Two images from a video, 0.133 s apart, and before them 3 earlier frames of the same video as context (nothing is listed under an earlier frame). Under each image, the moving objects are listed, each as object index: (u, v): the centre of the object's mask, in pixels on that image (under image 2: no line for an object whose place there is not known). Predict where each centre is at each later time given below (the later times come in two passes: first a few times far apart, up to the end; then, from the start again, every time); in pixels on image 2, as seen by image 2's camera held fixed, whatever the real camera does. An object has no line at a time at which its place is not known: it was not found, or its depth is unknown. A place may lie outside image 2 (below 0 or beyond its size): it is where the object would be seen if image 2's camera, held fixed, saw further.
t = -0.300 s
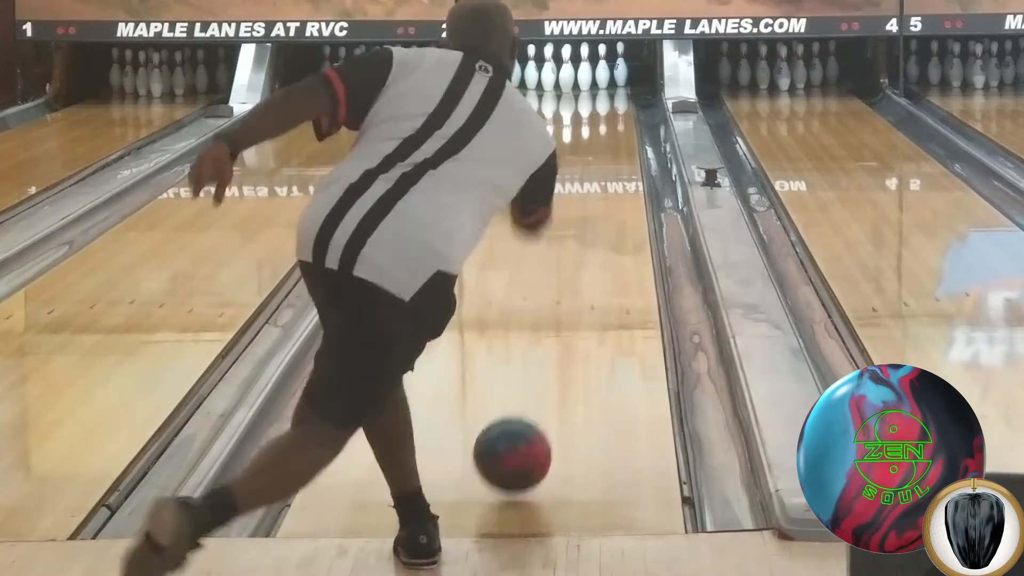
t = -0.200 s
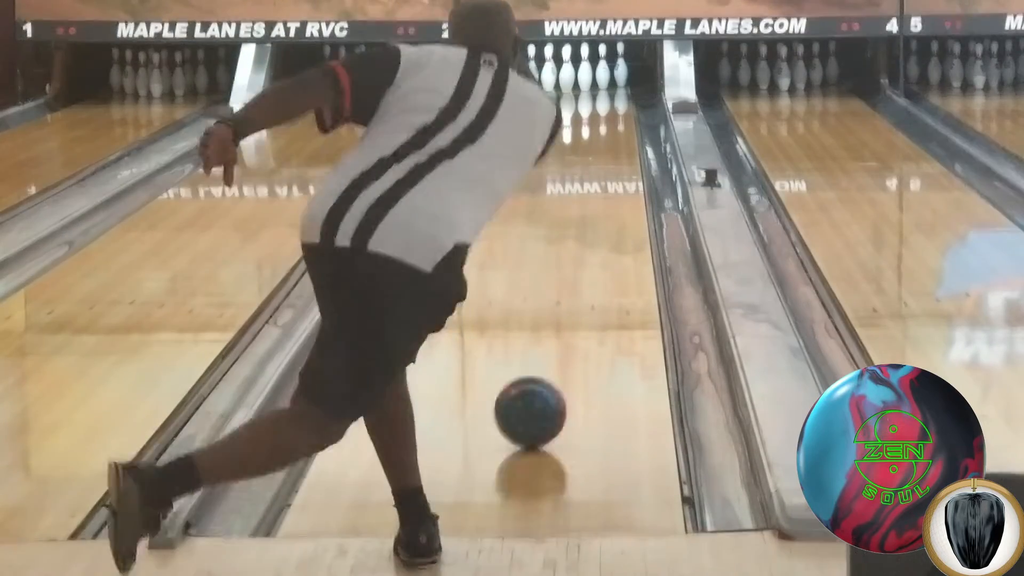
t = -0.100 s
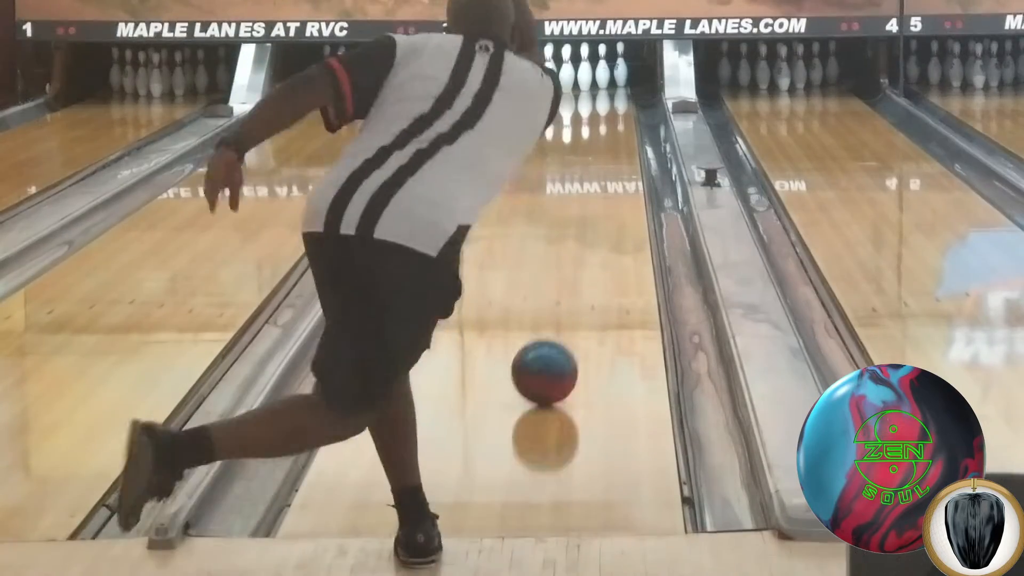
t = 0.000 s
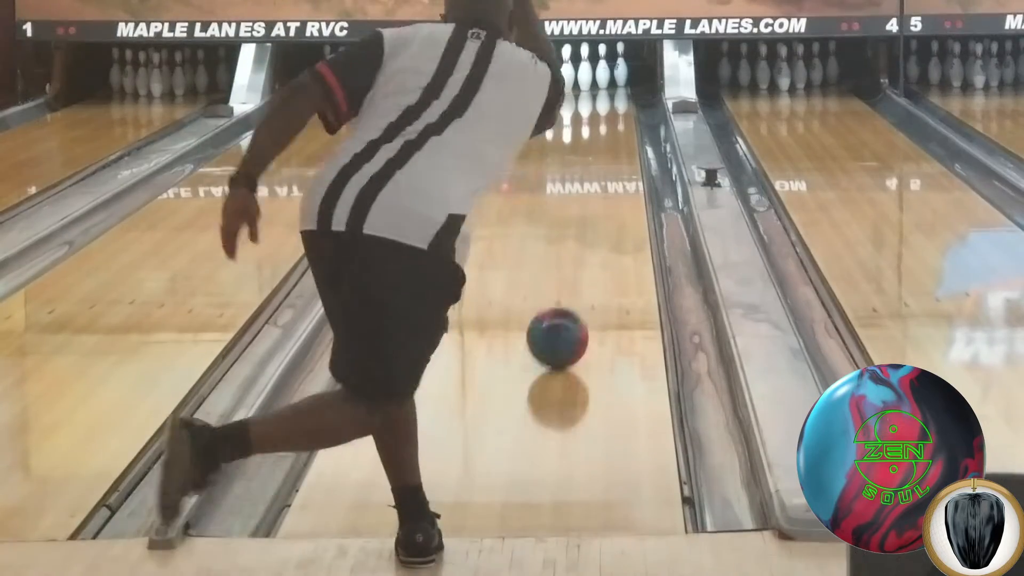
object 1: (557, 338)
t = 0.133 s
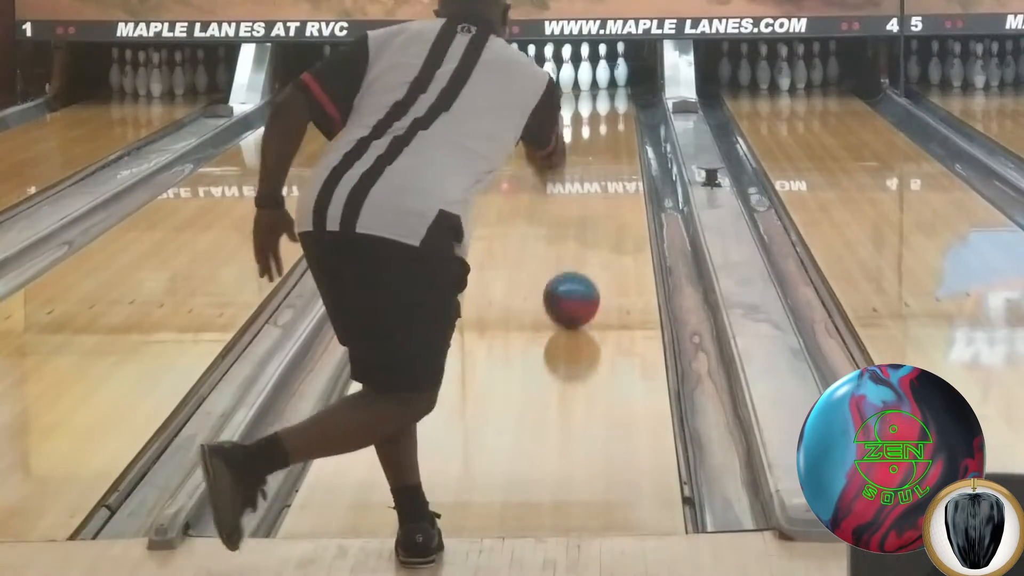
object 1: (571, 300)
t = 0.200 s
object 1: (582, 283)
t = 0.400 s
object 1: (591, 241)
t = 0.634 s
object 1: (603, 203)
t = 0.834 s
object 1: (610, 176)
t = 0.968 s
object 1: (613, 161)
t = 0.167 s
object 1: (574, 291)
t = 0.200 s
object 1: (582, 283)
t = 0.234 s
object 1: (581, 275)
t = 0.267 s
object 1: (583, 268)
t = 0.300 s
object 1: (585, 261)
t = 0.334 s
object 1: (587, 254)
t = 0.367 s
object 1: (589, 247)
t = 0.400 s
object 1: (591, 241)
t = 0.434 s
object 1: (593, 235)
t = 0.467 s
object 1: (595, 229)
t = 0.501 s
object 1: (597, 223)
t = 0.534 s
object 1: (599, 218)
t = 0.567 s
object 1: (600, 212)
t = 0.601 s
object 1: (602, 208)
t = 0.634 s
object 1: (603, 203)
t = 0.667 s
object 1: (605, 198)
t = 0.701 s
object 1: (606, 193)
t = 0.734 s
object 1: (607, 189)
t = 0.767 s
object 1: (608, 184)
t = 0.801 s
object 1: (609, 180)
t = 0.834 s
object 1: (610, 176)
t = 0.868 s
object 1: (611, 172)
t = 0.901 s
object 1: (612, 168)
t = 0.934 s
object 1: (612, 165)
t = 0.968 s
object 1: (613, 161)
